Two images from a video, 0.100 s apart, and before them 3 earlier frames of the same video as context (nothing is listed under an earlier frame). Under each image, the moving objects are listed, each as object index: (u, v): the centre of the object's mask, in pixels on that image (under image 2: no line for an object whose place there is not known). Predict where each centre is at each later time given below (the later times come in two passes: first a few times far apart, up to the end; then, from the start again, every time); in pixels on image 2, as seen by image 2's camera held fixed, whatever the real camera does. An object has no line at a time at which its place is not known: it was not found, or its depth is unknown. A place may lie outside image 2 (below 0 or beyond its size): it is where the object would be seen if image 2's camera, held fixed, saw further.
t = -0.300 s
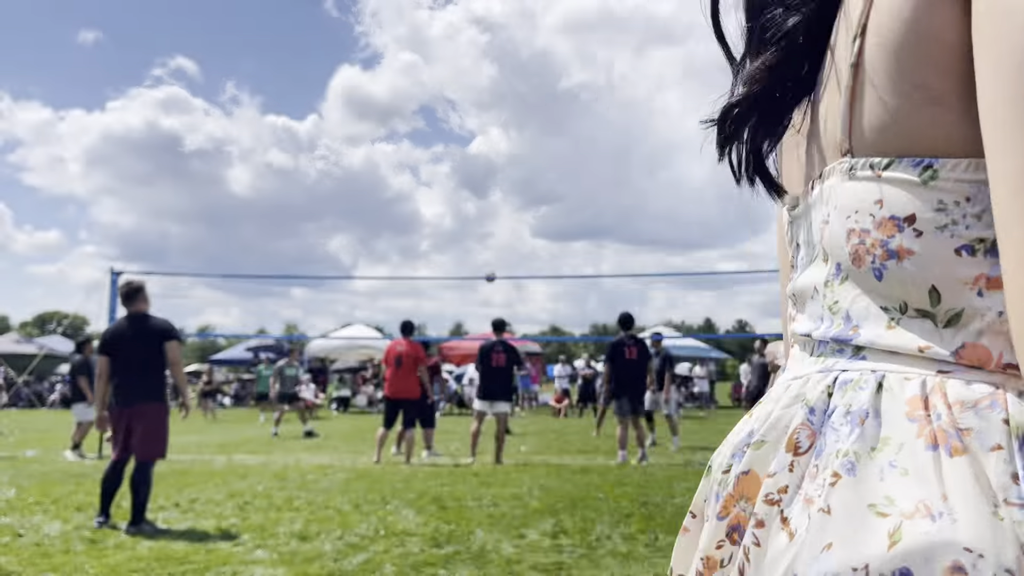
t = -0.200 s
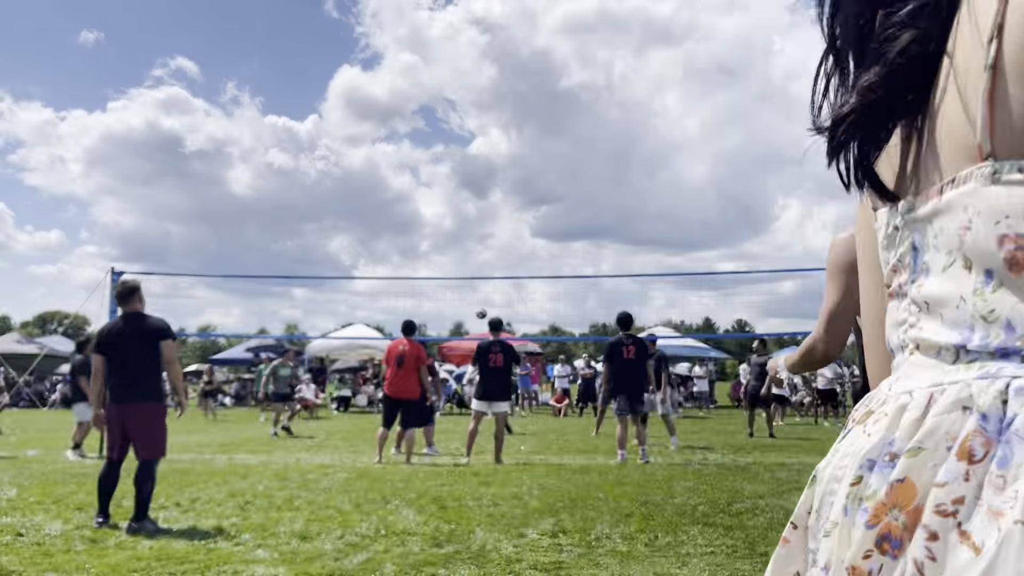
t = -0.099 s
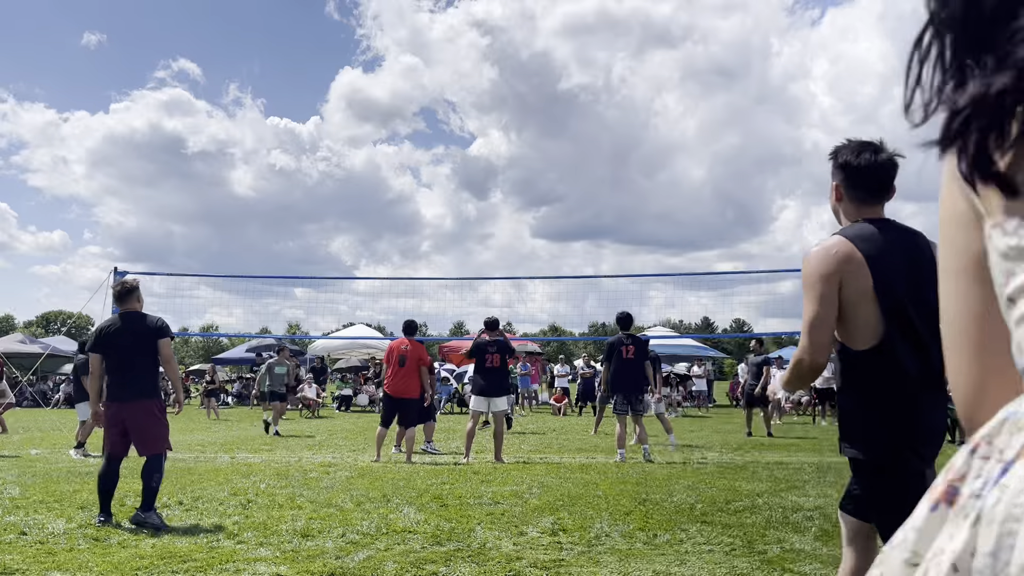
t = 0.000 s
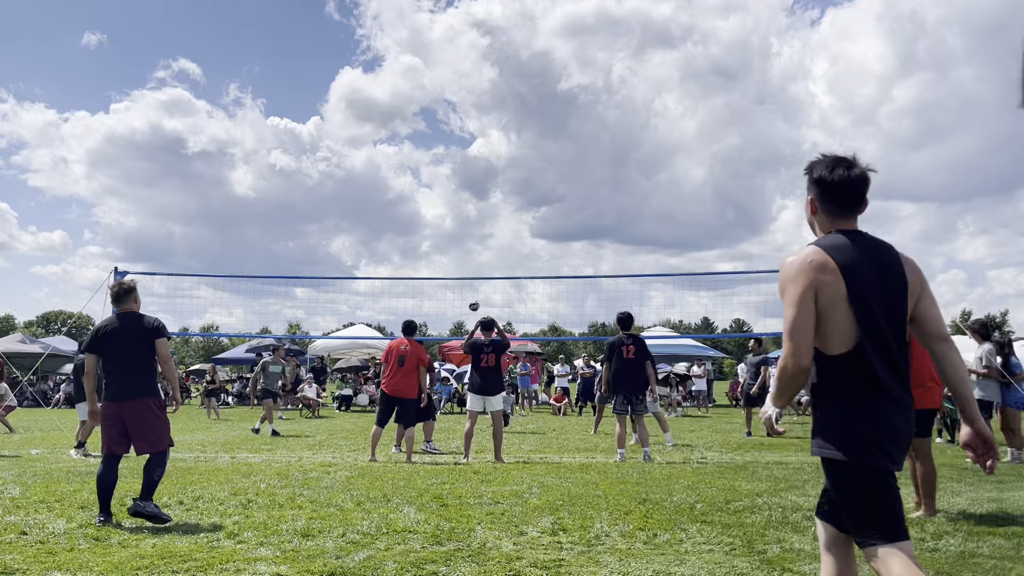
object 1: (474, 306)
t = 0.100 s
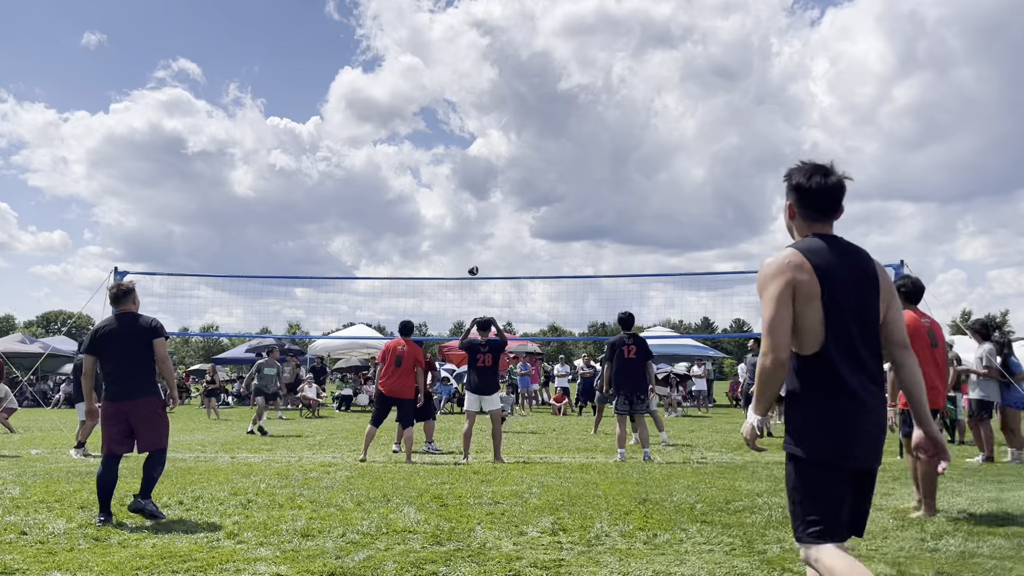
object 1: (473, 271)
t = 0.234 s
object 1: (471, 230)
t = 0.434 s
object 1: (469, 187)
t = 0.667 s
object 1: (465, 161)
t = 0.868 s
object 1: (460, 162)
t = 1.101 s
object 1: (454, 194)
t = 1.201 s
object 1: (451, 218)
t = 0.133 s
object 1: (473, 260)
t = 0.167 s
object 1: (472, 250)
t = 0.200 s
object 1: (472, 240)
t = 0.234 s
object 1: (471, 230)
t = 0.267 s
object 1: (471, 222)
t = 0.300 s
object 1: (470, 214)
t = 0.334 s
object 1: (470, 206)
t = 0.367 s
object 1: (470, 199)
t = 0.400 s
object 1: (469, 193)
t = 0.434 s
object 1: (469, 187)
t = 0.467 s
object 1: (468, 181)
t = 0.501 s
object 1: (468, 176)
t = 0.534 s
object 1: (467, 172)
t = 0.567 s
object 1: (467, 168)
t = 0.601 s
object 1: (466, 165)
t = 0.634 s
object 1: (465, 163)
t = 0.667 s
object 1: (465, 161)
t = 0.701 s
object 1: (464, 160)
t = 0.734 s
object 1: (463, 159)
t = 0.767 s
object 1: (463, 158)
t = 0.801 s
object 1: (462, 159)
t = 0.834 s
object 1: (461, 160)
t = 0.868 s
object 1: (460, 162)
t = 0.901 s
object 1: (460, 164)
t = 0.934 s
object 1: (459, 167)
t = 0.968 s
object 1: (458, 171)
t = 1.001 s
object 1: (457, 176)
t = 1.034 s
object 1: (456, 181)
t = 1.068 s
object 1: (455, 187)
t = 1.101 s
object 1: (454, 194)
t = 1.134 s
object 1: (453, 201)
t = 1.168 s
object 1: (453, 209)
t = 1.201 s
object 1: (451, 218)
